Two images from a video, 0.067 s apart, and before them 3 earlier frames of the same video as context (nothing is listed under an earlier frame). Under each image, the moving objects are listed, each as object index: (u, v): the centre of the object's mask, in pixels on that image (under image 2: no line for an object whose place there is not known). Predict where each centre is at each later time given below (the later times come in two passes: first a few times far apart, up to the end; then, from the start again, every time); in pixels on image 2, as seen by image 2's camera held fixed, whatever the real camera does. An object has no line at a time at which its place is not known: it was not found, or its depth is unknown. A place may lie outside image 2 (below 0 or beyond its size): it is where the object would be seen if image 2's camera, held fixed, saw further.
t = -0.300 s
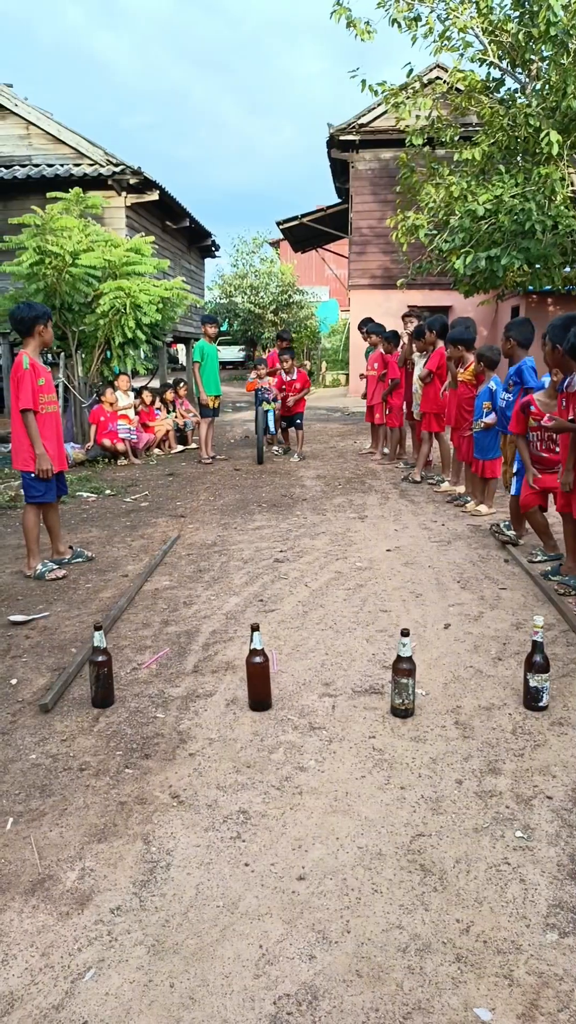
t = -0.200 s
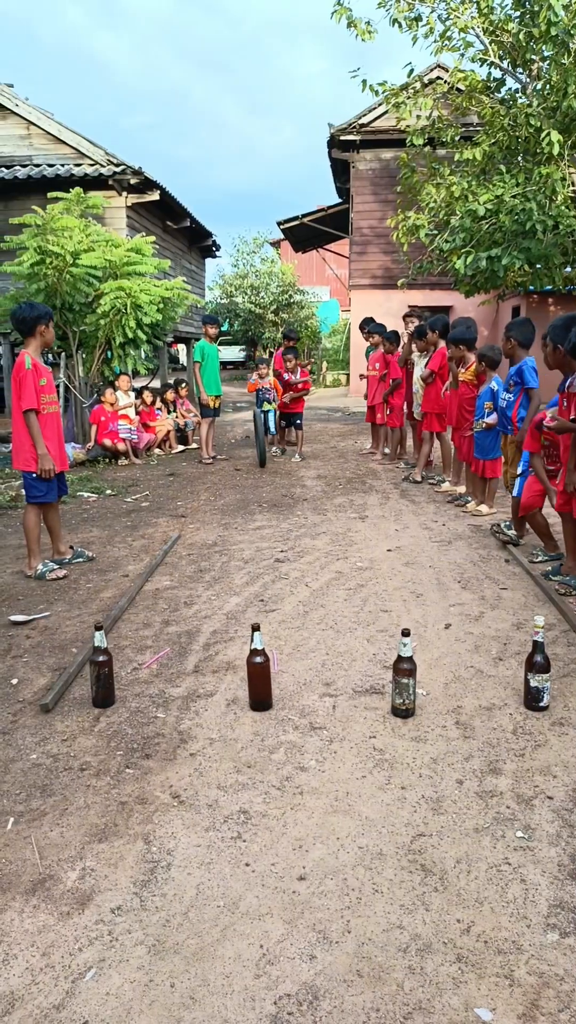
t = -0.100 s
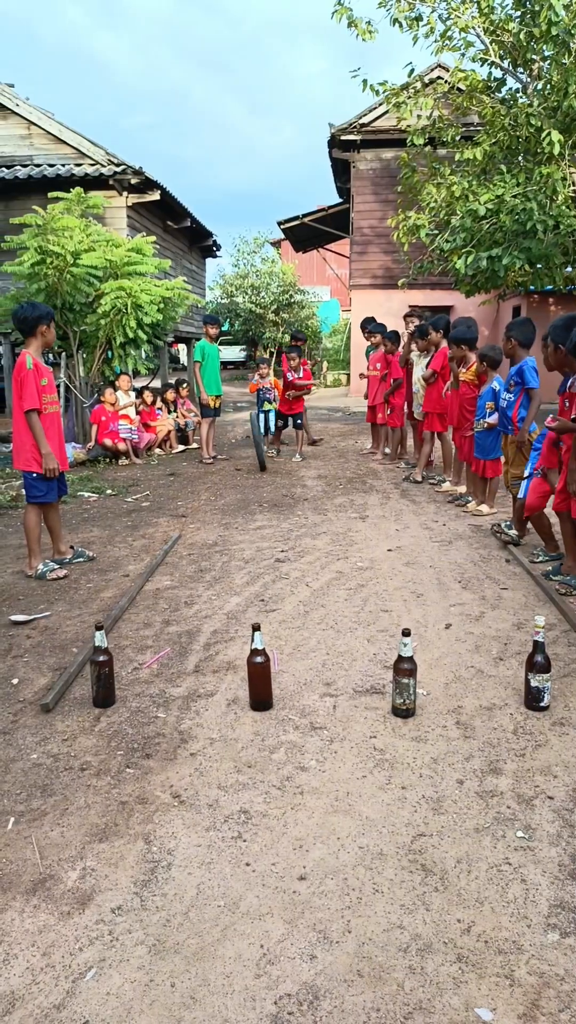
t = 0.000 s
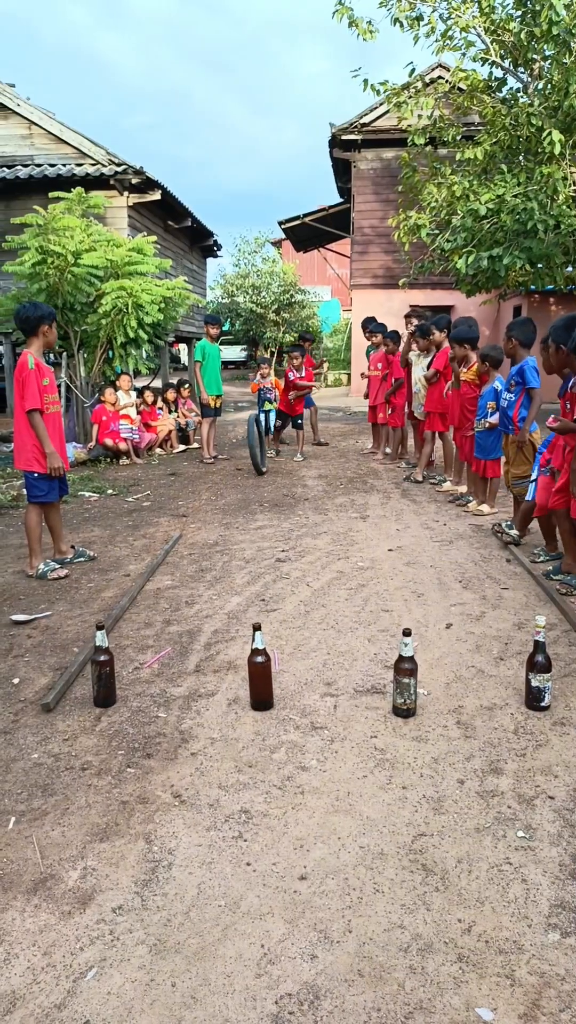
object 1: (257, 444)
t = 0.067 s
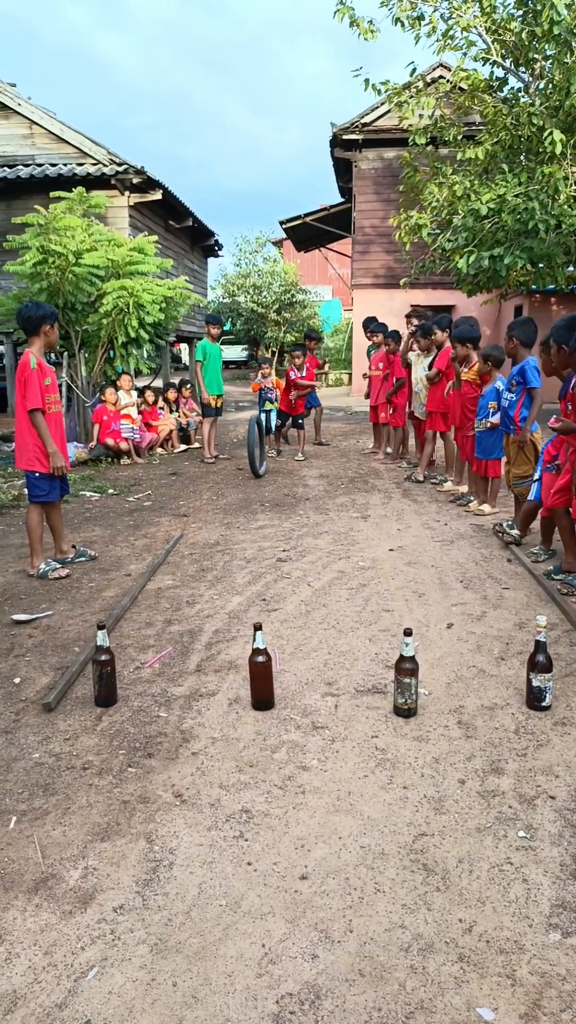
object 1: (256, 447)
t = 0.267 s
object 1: (250, 453)
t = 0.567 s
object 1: (234, 466)
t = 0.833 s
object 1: (212, 481)
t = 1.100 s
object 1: (181, 497)
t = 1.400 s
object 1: (139, 515)
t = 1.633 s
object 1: (89, 540)
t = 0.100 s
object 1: (256, 448)
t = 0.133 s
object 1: (255, 449)
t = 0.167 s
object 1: (254, 450)
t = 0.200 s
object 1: (253, 451)
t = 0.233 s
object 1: (252, 452)
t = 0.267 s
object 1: (250, 453)
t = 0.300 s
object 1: (249, 453)
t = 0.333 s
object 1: (247, 455)
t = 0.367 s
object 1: (245, 458)
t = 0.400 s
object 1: (244, 459)
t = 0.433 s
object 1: (242, 461)
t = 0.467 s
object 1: (240, 462)
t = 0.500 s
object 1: (238, 463)
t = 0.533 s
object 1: (236, 464)
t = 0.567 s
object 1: (234, 466)
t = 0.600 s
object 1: (232, 467)
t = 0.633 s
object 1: (230, 470)
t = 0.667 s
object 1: (227, 471)
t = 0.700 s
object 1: (225, 472)
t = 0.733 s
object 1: (222, 475)
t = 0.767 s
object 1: (219, 477)
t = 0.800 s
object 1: (215, 480)
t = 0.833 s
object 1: (212, 481)
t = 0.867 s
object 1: (209, 483)
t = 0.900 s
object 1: (205, 485)
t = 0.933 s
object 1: (202, 487)
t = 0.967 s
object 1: (197, 488)
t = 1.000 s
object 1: (193, 491)
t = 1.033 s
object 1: (189, 493)
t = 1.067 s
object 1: (185, 495)
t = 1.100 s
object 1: (181, 497)
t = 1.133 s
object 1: (176, 499)
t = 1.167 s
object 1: (173, 498)
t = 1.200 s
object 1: (169, 499)
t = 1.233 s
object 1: (165, 502)
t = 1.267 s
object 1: (161, 503)
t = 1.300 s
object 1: (156, 504)
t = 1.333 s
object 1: (150, 507)
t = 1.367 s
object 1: (145, 511)
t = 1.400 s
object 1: (139, 515)
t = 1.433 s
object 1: (133, 518)
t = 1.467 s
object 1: (127, 523)
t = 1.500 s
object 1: (120, 528)
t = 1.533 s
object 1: (113, 530)
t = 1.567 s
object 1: (105, 534)
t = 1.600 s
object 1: (97, 537)
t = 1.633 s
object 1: (89, 540)
